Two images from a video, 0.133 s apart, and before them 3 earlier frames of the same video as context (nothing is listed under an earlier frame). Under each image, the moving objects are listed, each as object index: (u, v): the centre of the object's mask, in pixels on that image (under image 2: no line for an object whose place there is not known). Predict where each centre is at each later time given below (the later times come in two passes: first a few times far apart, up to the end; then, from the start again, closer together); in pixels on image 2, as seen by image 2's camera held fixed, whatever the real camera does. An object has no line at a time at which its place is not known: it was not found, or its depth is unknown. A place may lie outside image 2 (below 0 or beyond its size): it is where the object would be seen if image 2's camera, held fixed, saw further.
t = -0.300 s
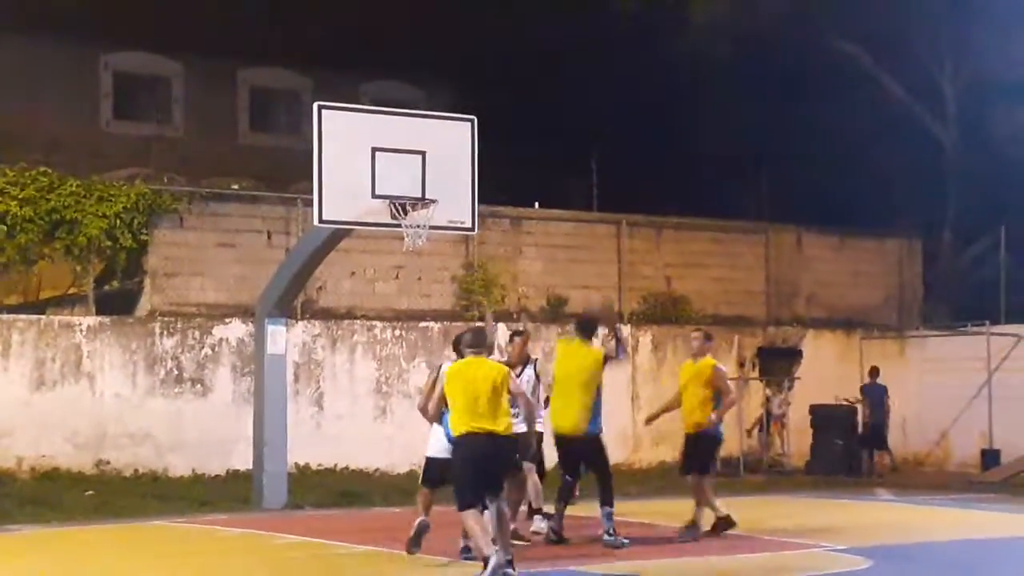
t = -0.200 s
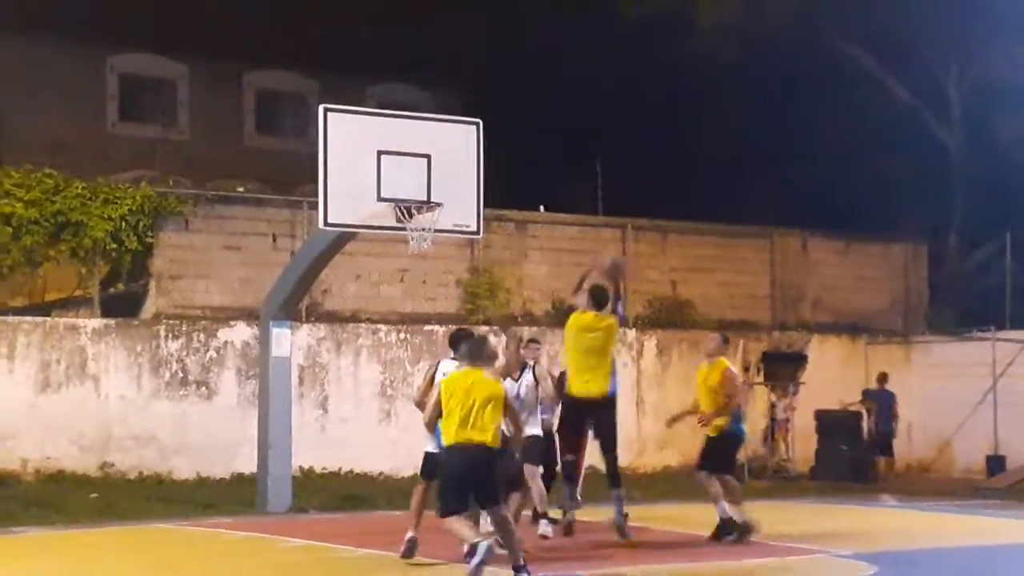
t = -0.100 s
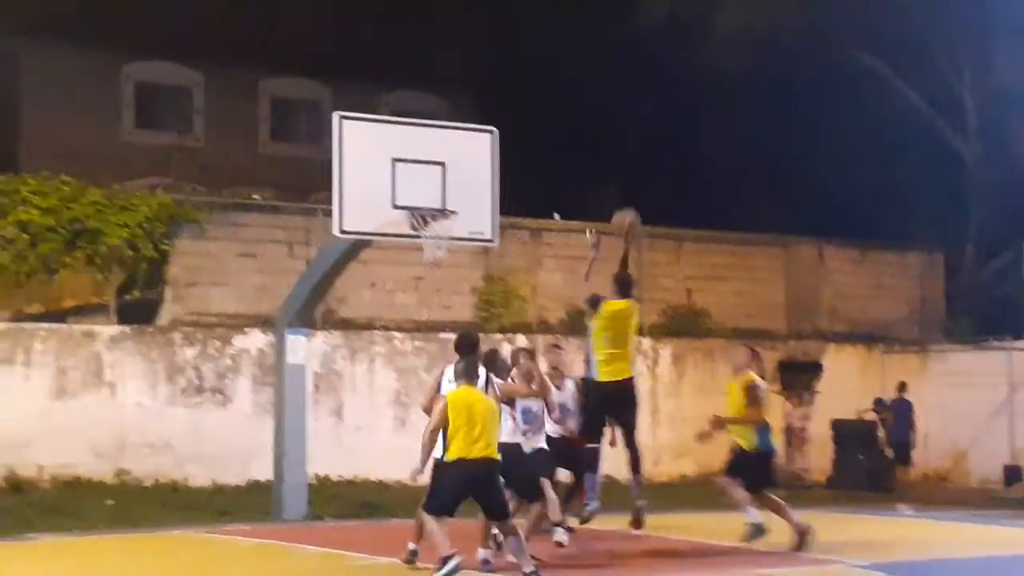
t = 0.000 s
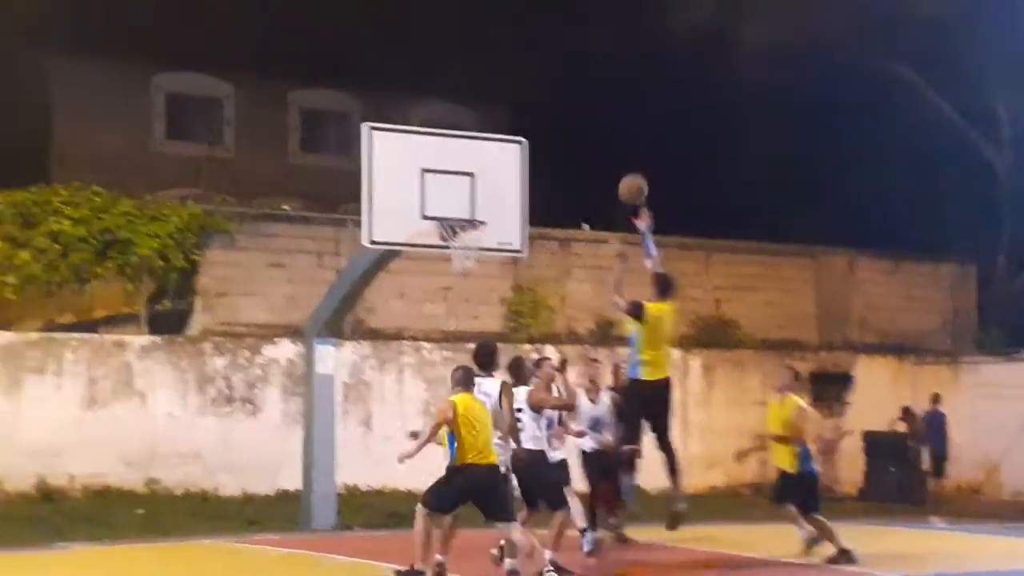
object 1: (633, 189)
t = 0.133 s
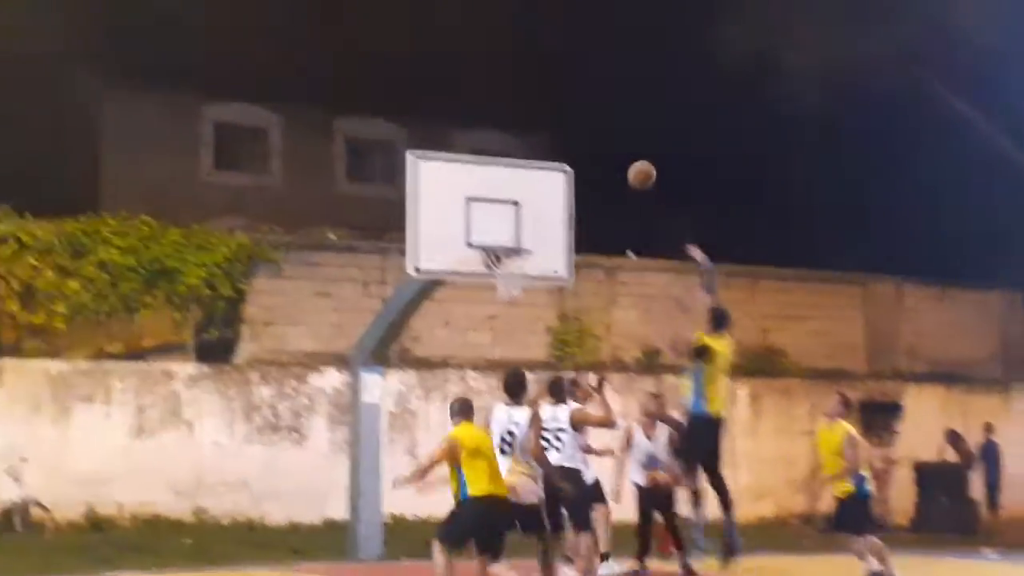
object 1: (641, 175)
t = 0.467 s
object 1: (564, 163)
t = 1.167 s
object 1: (626, 249)
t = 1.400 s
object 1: (707, 337)
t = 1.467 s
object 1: (736, 373)
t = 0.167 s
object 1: (634, 168)
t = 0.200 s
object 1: (627, 165)
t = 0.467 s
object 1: (564, 163)
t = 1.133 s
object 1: (615, 244)
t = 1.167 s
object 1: (626, 249)
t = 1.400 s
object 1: (707, 337)
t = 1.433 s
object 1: (725, 356)
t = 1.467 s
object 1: (736, 373)
